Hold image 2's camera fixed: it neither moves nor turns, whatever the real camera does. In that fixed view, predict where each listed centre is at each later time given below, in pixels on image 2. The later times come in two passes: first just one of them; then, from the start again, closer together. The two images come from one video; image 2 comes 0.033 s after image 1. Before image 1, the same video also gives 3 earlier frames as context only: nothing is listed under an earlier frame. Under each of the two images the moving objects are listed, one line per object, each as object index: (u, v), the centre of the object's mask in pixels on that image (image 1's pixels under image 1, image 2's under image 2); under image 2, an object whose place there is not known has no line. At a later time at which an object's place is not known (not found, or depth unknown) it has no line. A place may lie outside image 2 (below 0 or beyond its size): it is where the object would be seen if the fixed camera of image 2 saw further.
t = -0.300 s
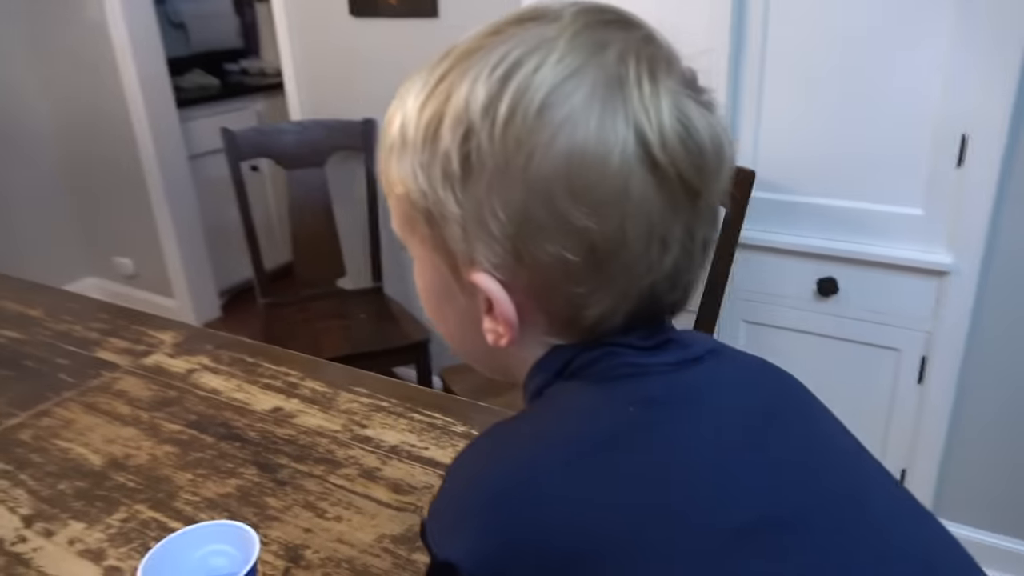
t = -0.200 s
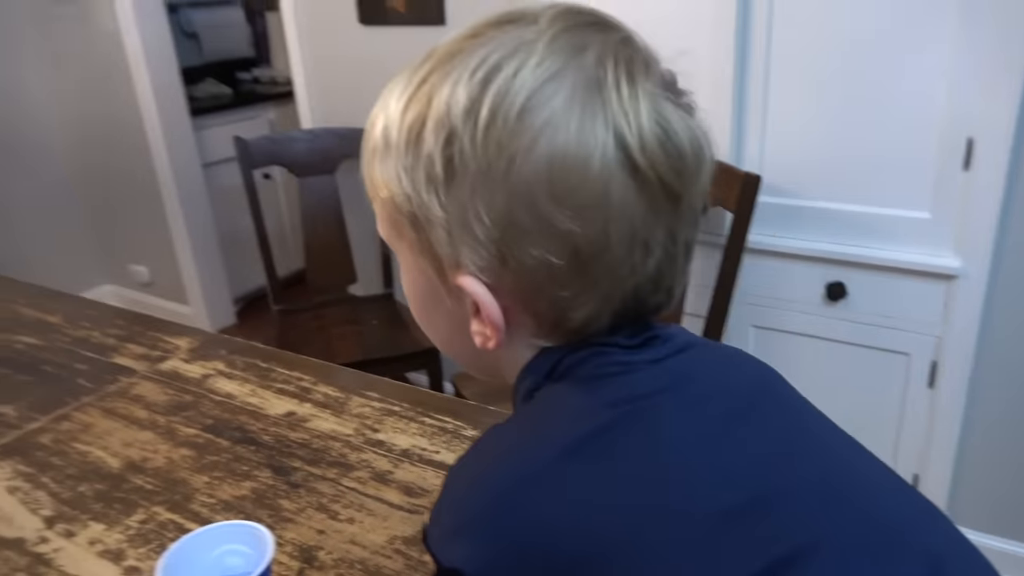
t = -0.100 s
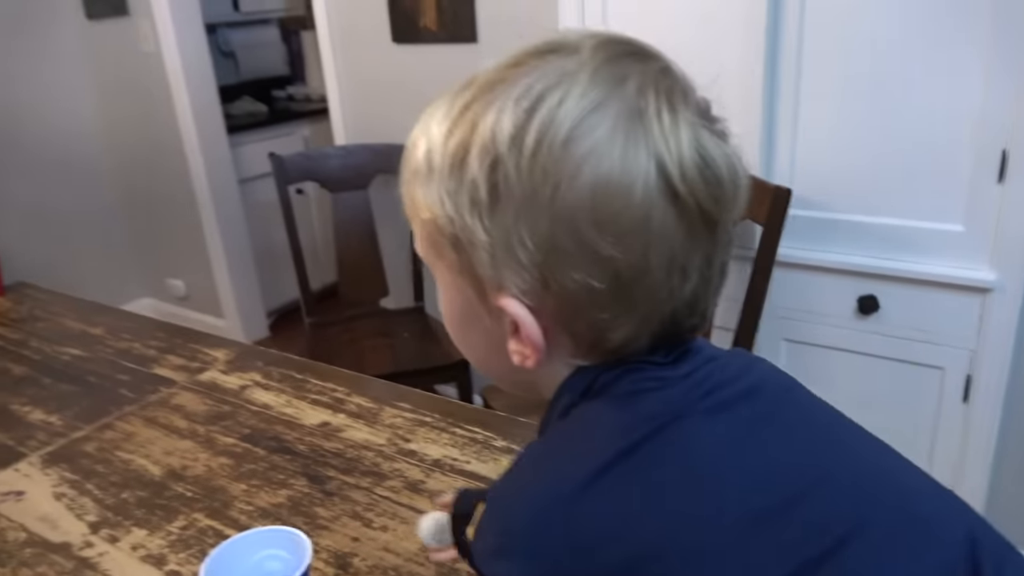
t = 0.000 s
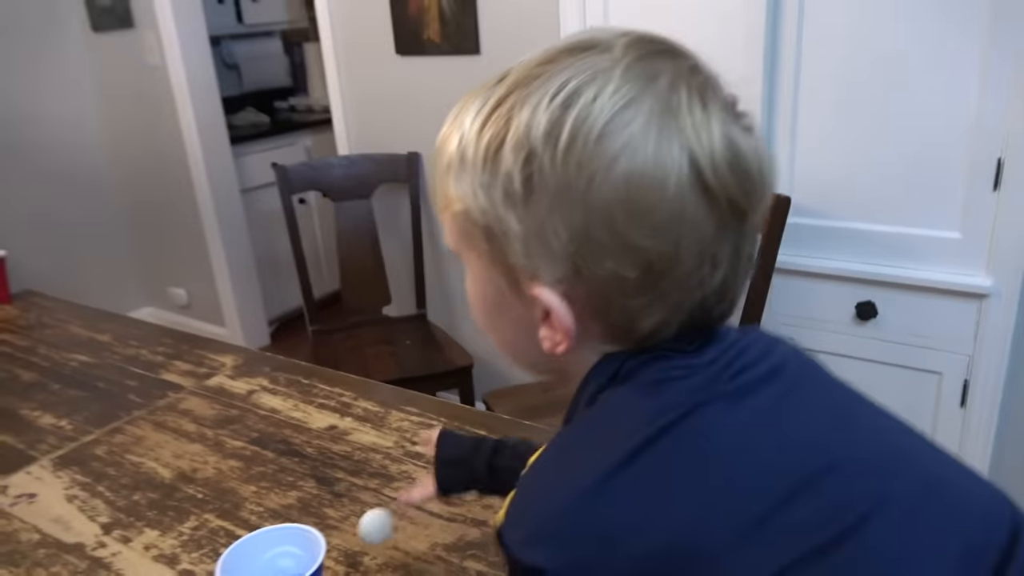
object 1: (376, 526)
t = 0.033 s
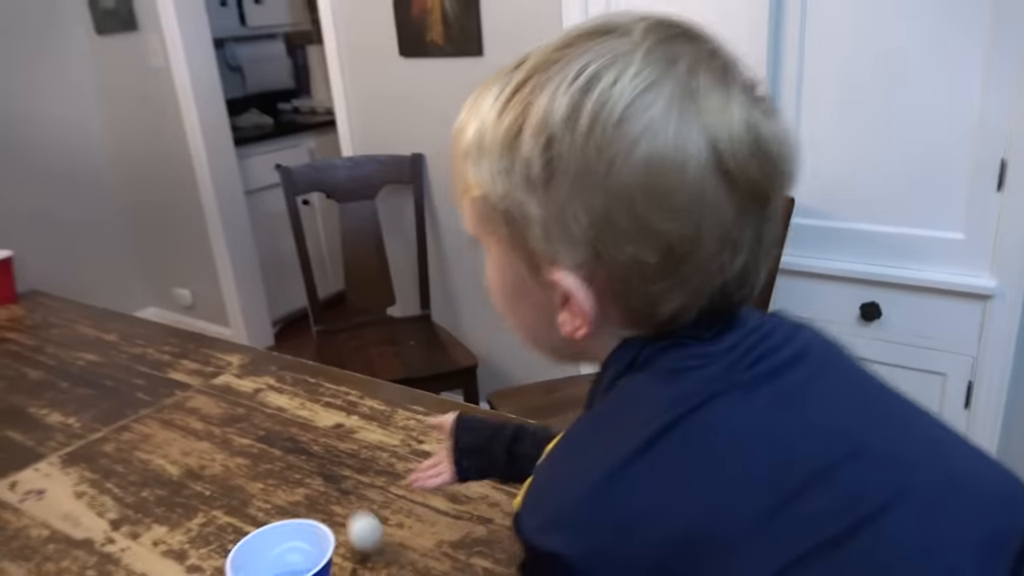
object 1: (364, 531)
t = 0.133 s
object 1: (316, 489)
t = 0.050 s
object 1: (355, 519)
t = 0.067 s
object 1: (346, 510)
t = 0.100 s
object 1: (330, 495)
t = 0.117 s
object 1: (323, 491)
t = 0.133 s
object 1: (316, 489)
